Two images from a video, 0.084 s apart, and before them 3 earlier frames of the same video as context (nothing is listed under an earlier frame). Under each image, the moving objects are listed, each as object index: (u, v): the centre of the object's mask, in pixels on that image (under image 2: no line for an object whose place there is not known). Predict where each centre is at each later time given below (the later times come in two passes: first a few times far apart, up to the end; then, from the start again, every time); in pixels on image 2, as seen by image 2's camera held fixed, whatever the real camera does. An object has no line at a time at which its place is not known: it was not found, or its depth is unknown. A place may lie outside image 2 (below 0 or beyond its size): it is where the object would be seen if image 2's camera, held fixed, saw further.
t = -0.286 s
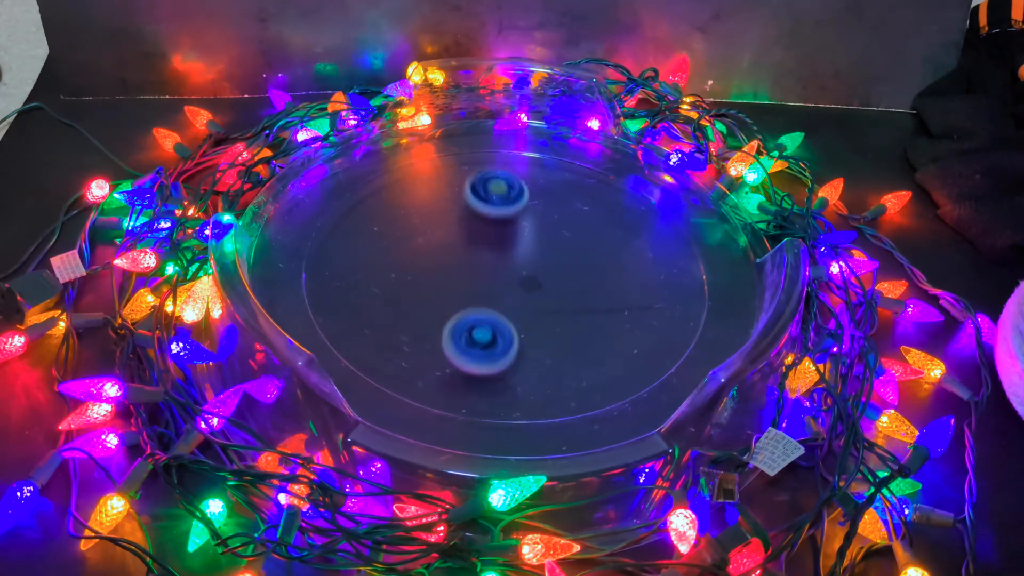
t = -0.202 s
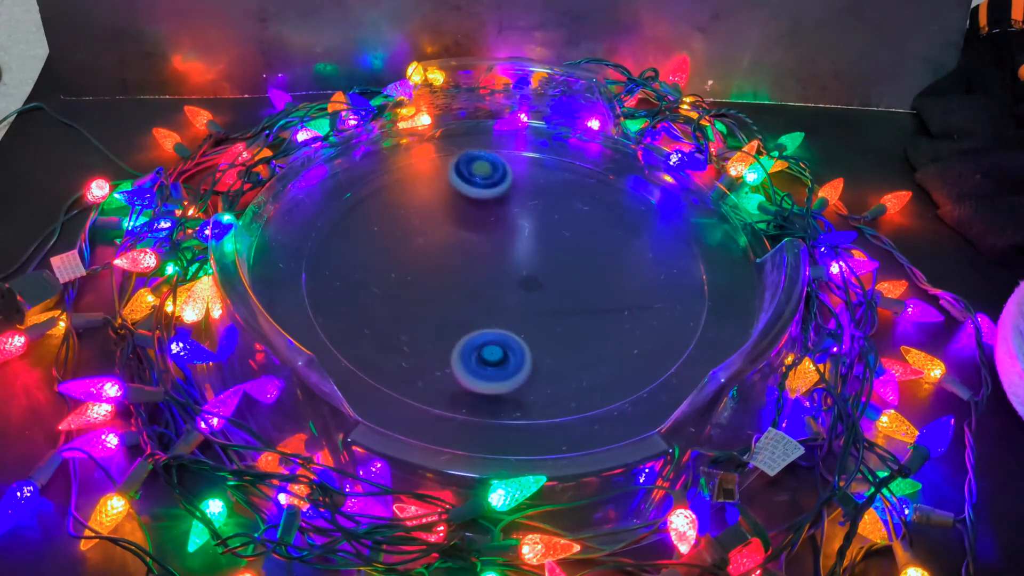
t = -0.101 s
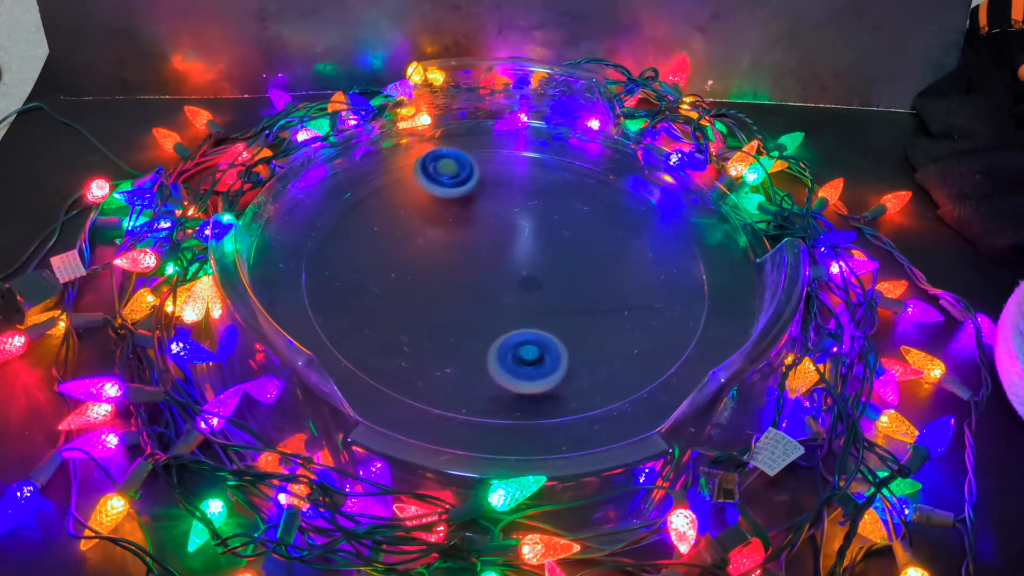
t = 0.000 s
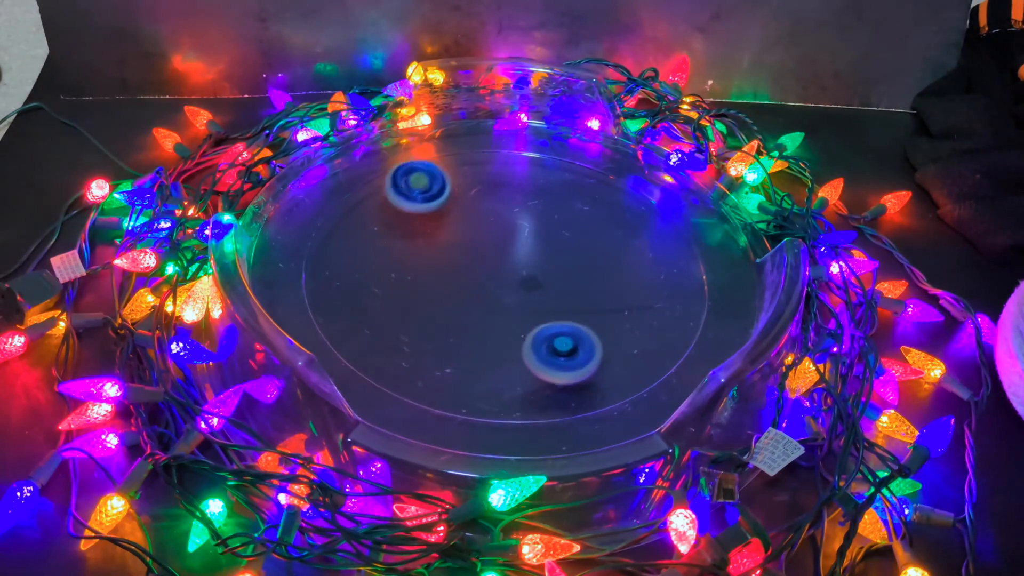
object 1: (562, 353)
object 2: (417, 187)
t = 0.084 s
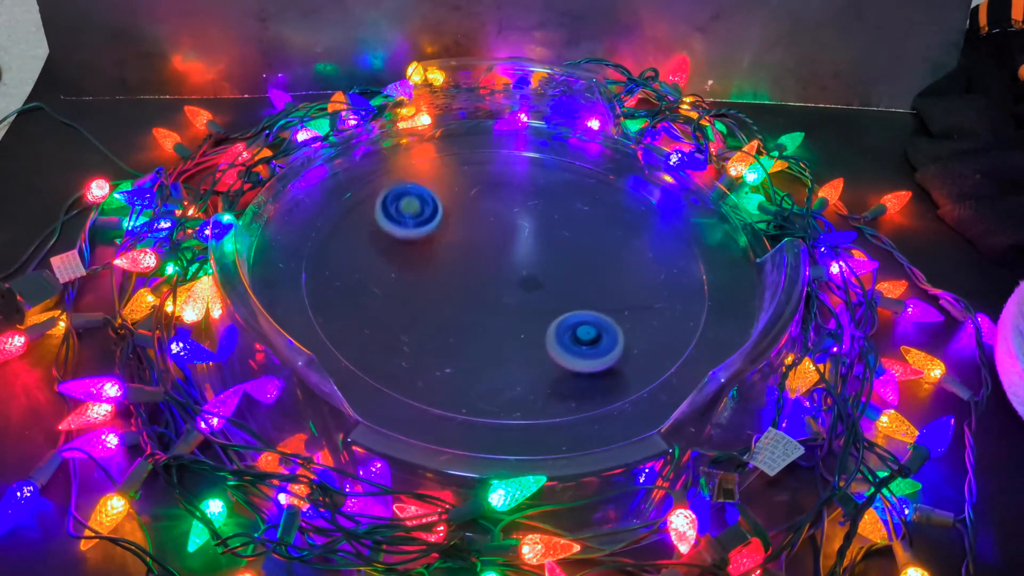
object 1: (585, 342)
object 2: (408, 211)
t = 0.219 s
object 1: (607, 319)
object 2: (432, 259)
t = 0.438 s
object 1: (608, 282)
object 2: (529, 297)
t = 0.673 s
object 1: (666, 219)
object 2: (496, 315)
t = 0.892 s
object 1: (593, 216)
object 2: (568, 317)
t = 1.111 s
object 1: (550, 194)
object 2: (576, 304)
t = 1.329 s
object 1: (494, 158)
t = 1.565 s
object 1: (447, 184)
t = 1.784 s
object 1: (422, 229)
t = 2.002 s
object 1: (424, 259)
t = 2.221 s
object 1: (448, 239)
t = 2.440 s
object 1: (457, 260)
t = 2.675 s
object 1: (482, 282)
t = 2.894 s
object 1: (512, 299)
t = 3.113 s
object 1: (544, 305)
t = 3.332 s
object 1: (565, 297)
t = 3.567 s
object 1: (642, 279)
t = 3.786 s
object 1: (639, 259)
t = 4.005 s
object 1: (642, 227)
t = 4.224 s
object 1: (600, 220)
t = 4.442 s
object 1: (545, 225)
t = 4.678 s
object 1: (485, 236)
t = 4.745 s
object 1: (470, 238)
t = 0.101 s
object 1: (588, 339)
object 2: (408, 217)
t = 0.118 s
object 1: (592, 336)
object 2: (410, 223)
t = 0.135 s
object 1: (595, 334)
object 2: (411, 230)
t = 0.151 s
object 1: (598, 331)
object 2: (414, 235)
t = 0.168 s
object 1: (601, 328)
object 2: (418, 241)
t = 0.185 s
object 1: (603, 325)
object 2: (422, 248)
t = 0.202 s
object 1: (605, 322)
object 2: (427, 253)
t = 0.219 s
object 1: (607, 319)
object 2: (432, 259)
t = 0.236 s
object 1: (608, 316)
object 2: (438, 264)
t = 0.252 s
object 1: (610, 313)
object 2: (444, 269)
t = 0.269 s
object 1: (610, 310)
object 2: (451, 274)
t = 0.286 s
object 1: (611, 307)
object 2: (458, 277)
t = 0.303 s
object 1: (612, 304)
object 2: (465, 281)
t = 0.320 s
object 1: (612, 302)
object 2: (473, 284)
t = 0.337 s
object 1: (612, 299)
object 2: (481, 287)
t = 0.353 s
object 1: (612, 296)
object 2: (489, 290)
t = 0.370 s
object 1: (611, 293)
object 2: (497, 292)
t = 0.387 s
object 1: (611, 290)
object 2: (505, 294)
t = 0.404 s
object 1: (610, 288)
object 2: (513, 295)
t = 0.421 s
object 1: (609, 285)
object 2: (521, 296)
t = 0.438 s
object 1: (608, 282)
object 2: (529, 297)
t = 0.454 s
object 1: (609, 279)
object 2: (535, 298)
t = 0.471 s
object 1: (625, 272)
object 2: (527, 299)
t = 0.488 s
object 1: (640, 265)
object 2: (517, 301)
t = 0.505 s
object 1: (654, 257)
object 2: (508, 302)
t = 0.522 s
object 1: (666, 251)
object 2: (501, 304)
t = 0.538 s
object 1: (675, 245)
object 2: (496, 304)
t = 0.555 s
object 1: (682, 240)
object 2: (491, 305)
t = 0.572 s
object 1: (688, 235)
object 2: (488, 306)
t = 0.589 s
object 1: (690, 231)
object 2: (487, 307)
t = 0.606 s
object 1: (691, 227)
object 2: (486, 308)
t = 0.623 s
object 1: (687, 224)
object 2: (487, 309)
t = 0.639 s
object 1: (680, 223)
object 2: (489, 311)
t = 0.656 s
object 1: (674, 221)
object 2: (492, 313)
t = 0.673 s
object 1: (666, 219)
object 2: (496, 315)
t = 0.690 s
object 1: (660, 219)
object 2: (501, 317)
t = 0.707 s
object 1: (652, 217)
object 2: (506, 319)
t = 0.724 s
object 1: (646, 216)
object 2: (511, 321)
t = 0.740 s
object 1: (640, 216)
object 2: (517, 322)
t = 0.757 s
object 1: (634, 215)
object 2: (523, 324)
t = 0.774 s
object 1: (628, 215)
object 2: (529, 324)
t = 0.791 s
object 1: (623, 215)
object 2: (535, 325)
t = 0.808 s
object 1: (618, 215)
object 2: (541, 325)
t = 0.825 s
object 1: (612, 215)
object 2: (547, 324)
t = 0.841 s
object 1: (607, 215)
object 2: (553, 323)
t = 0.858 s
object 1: (602, 215)
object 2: (558, 322)
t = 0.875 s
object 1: (597, 216)
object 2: (563, 320)
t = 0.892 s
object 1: (593, 216)
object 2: (568, 317)
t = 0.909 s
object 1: (589, 217)
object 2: (572, 315)
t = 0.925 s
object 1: (585, 217)
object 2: (576, 311)
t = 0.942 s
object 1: (582, 219)
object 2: (579, 308)
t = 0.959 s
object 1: (578, 220)
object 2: (581, 304)
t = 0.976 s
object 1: (576, 221)
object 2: (583, 300)
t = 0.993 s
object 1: (573, 222)
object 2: (584, 296)
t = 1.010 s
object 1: (571, 224)
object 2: (584, 291)
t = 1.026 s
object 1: (568, 226)
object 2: (583, 287)
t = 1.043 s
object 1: (566, 228)
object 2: (582, 283)
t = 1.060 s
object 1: (563, 229)
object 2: (579, 280)
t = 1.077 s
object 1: (559, 218)
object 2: (578, 287)
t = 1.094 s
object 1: (554, 206)
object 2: (577, 296)
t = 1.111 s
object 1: (550, 194)
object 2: (576, 304)
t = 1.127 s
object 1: (545, 185)
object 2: (574, 310)
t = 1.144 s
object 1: (540, 177)
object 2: (573, 315)
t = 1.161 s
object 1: (536, 168)
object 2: (572, 319)
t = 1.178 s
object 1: (531, 164)
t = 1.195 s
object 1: (527, 160)
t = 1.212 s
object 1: (522, 157)
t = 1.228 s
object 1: (518, 156)
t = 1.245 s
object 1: (514, 156)
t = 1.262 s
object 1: (510, 156)
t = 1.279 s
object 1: (506, 156)
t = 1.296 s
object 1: (502, 157)
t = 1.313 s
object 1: (498, 157)
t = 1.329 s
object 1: (494, 158)
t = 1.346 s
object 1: (491, 159)
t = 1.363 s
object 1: (487, 160)
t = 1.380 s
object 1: (484, 161)
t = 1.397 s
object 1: (480, 162)
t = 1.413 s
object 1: (476, 164)
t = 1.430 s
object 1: (473, 165)
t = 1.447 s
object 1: (469, 167)
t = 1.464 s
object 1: (466, 169)
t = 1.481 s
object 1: (463, 171)
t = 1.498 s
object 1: (459, 173)
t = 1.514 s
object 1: (456, 176)
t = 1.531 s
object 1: (452, 178)
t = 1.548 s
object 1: (450, 181)
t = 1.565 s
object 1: (447, 184)
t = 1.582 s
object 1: (444, 186)
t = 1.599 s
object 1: (441, 190)
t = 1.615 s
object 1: (439, 193)
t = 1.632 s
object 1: (436, 196)
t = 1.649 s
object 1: (434, 200)
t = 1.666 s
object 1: (432, 203)
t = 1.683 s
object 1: (430, 207)
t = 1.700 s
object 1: (428, 210)
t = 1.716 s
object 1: (427, 214)
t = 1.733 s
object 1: (425, 217)
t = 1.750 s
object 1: (424, 221)
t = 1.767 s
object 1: (423, 225)
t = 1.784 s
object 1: (422, 229)
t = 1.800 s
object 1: (421, 232)
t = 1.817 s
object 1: (421, 236)
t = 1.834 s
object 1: (421, 239)
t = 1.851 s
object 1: (420, 243)
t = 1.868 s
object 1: (420, 247)
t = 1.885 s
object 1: (420, 250)
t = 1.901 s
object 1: (421, 254)
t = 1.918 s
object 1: (421, 258)
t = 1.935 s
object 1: (421, 261)
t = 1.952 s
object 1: (422, 265)
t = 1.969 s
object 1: (423, 268)
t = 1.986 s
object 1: (424, 265)
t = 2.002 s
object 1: (424, 259)
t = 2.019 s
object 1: (426, 252)
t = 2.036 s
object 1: (427, 247)
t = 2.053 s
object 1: (430, 243)
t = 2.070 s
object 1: (432, 240)
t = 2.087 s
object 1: (435, 237)
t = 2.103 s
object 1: (438, 235)
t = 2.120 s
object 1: (440, 235)
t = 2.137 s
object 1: (442, 234)
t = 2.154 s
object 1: (444, 235)
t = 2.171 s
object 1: (446, 235)
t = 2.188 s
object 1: (447, 236)
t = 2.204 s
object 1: (447, 237)
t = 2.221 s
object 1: (448, 239)
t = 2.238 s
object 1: (448, 240)
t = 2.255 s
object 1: (448, 242)
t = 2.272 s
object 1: (448, 243)
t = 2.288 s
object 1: (448, 244)
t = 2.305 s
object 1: (448, 246)
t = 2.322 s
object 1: (448, 248)
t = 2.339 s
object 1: (449, 249)
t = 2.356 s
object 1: (450, 251)
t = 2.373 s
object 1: (451, 253)
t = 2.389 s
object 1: (452, 255)
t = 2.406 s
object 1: (454, 256)
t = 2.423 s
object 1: (455, 258)
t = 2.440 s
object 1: (457, 260)
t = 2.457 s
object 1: (459, 261)
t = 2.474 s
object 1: (461, 263)
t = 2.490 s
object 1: (463, 265)
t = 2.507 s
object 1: (465, 266)
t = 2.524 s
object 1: (467, 268)
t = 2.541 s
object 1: (470, 269)
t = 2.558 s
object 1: (472, 271)
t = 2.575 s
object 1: (475, 272)
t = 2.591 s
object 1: (477, 274)
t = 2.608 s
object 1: (477, 275)
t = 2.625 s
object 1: (477, 277)
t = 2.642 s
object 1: (478, 279)
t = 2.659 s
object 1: (480, 280)
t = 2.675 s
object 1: (482, 282)
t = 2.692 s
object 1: (484, 284)
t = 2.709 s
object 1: (486, 285)
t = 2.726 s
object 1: (488, 286)
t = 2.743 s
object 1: (491, 288)
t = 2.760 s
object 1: (493, 289)
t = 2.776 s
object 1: (495, 291)
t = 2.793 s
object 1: (497, 292)
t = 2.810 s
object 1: (500, 293)
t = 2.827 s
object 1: (502, 295)
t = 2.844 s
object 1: (505, 295)
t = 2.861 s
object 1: (507, 297)
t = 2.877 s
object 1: (509, 298)
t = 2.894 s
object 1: (512, 299)
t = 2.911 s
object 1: (515, 300)
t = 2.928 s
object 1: (517, 300)
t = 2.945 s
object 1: (520, 301)
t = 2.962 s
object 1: (522, 302)
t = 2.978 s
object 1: (525, 303)
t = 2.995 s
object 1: (527, 303)
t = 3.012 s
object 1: (530, 304)
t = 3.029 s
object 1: (532, 304)
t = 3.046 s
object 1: (534, 304)
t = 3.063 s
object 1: (537, 305)
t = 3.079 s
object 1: (539, 305)
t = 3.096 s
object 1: (542, 305)
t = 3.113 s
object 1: (544, 305)
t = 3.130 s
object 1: (546, 305)
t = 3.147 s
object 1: (548, 305)
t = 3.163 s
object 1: (550, 304)
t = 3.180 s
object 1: (553, 304)
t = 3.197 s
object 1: (555, 304)
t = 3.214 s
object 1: (556, 303)
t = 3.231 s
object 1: (558, 302)
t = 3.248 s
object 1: (559, 302)
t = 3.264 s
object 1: (561, 301)
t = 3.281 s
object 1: (562, 300)
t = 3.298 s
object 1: (564, 299)
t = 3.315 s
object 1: (565, 298)
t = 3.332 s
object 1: (565, 297)
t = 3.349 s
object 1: (566, 295)
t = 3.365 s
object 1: (566, 294)
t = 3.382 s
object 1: (567, 293)
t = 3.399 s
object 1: (567, 292)
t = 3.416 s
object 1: (572, 290)
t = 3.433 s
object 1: (587, 291)
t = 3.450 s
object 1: (600, 290)
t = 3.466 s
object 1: (612, 289)
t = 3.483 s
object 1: (621, 287)
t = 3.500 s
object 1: (629, 286)
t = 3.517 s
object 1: (634, 284)
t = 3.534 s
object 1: (638, 282)
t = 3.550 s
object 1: (640, 280)
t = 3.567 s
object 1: (642, 279)
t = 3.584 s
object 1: (642, 277)
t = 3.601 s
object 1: (643, 275)
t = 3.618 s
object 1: (643, 273)
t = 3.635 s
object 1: (644, 271)
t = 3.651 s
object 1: (644, 270)
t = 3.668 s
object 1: (644, 268)
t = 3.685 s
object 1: (644, 267)
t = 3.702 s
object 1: (644, 265)
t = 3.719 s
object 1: (643, 264)
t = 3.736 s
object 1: (643, 263)
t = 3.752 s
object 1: (641, 261)
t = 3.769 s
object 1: (641, 260)
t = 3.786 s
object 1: (639, 259)
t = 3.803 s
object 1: (637, 257)
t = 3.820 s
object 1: (636, 256)
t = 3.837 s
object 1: (633, 255)
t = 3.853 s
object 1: (631, 254)
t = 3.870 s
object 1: (631, 252)
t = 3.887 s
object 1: (638, 246)
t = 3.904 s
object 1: (642, 241)
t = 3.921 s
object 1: (645, 237)
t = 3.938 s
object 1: (646, 234)
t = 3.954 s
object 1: (646, 232)
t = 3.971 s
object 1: (645, 230)
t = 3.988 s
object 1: (643, 229)
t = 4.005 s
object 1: (642, 227)
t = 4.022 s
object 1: (639, 226)
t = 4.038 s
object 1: (637, 225)
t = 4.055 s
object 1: (634, 224)
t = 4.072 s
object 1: (631, 223)
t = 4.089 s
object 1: (628, 222)
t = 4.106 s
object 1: (625, 221)
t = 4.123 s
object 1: (622, 220)
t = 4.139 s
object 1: (618, 220)
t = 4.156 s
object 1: (614, 220)
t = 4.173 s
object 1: (611, 220)
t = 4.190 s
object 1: (607, 220)
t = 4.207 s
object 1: (603, 219)
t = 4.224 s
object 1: (600, 220)
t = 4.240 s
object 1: (596, 220)
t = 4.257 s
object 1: (592, 220)
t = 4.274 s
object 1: (588, 220)
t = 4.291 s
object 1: (583, 221)
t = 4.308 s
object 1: (579, 221)
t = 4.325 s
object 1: (575, 222)
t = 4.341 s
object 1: (571, 222)
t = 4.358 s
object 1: (567, 222)
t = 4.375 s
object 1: (562, 223)
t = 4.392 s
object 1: (558, 223)
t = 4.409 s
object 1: (554, 224)
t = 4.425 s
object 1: (549, 225)
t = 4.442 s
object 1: (545, 225)
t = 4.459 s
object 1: (541, 226)
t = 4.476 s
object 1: (536, 227)
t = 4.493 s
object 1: (532, 227)
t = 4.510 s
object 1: (527, 228)
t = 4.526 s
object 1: (523, 229)
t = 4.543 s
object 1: (518, 230)
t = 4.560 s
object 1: (514, 230)
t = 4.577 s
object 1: (509, 231)
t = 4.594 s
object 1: (505, 232)
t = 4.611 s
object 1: (501, 233)
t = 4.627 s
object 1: (497, 234)
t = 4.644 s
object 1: (492, 234)
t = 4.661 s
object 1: (488, 235)
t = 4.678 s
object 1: (485, 236)
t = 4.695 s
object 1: (481, 236)
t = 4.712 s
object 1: (477, 237)
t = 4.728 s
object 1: (473, 238)
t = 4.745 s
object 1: (470, 238)
